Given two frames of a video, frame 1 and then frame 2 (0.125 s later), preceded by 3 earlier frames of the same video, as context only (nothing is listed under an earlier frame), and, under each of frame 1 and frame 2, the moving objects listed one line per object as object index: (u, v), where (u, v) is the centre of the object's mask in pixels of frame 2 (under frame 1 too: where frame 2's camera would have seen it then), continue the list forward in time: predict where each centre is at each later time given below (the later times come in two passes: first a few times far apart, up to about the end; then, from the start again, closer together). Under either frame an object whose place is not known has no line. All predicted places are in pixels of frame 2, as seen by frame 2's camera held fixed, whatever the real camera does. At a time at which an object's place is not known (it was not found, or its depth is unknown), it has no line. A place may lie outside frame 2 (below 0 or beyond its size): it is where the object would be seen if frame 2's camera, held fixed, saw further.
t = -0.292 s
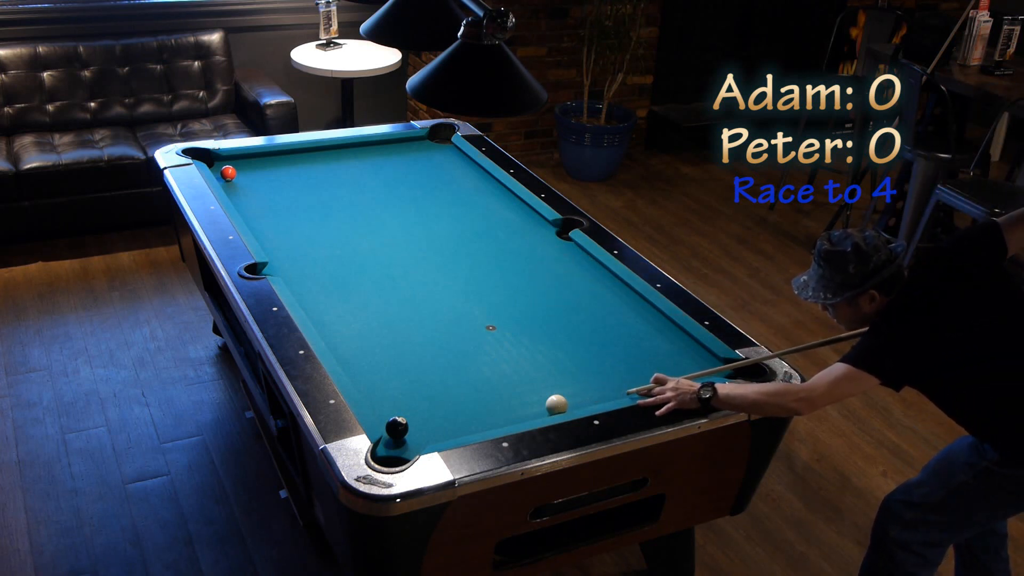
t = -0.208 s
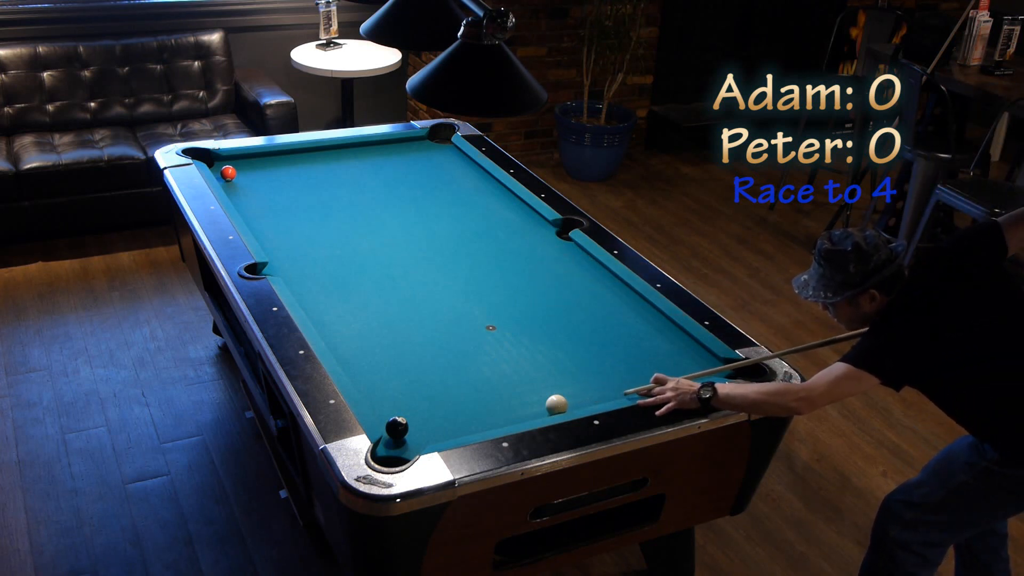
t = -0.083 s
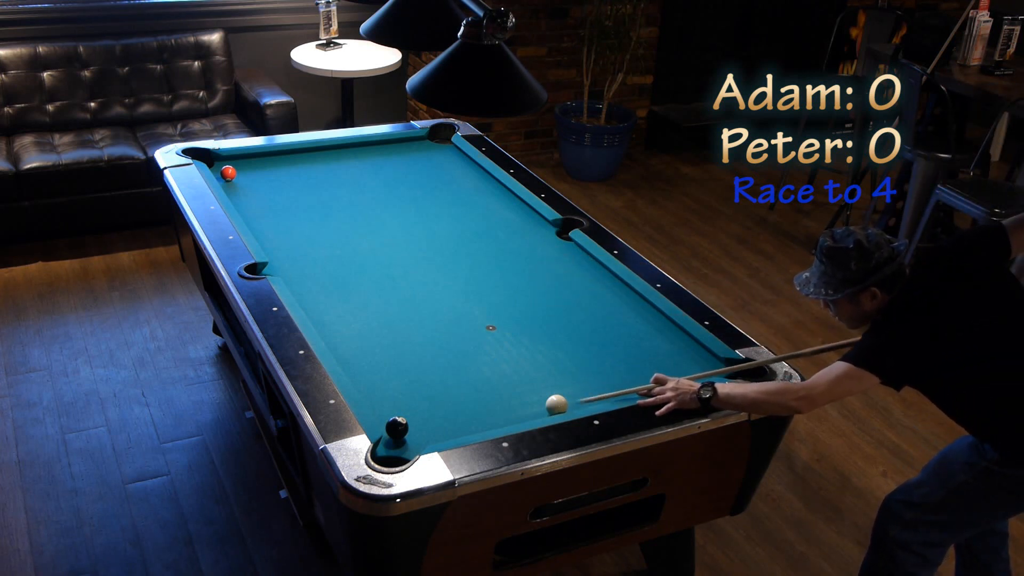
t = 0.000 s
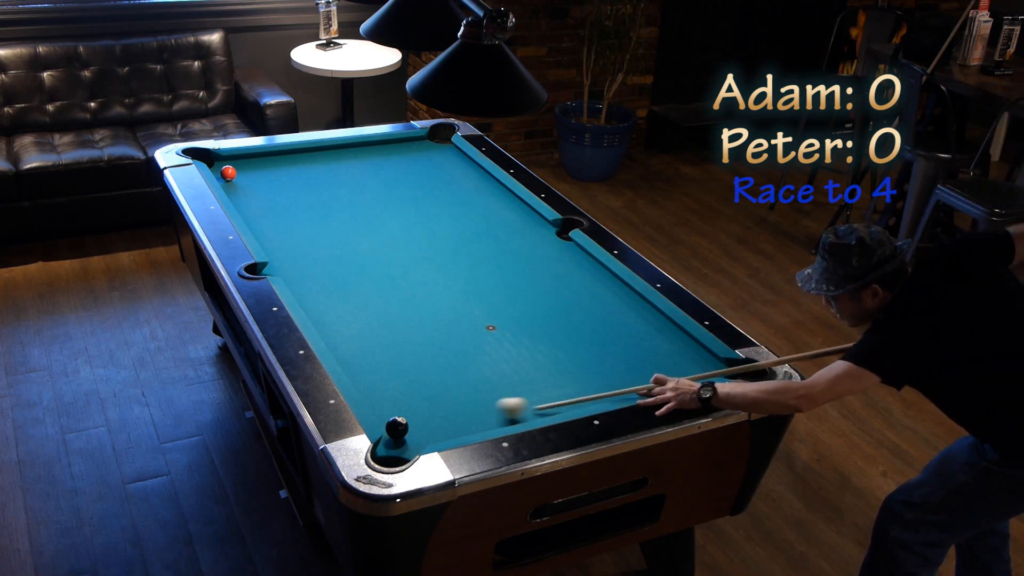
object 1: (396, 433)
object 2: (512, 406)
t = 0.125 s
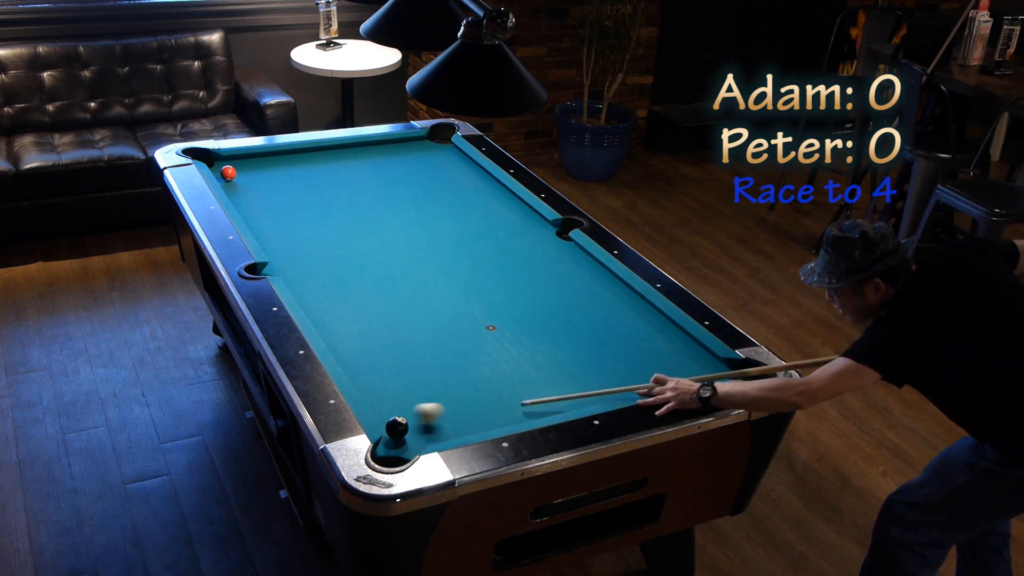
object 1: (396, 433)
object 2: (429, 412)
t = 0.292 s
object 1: (400, 440)
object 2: (377, 397)
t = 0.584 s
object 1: (426, 439)
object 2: (387, 351)
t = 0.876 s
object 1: (434, 431)
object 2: (395, 312)
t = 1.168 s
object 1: (438, 426)
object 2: (401, 279)
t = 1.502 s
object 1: (442, 412)
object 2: (407, 246)
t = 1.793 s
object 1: (444, 407)
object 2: (411, 222)
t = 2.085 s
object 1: (444, 403)
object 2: (414, 200)
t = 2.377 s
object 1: (443, 400)
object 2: (417, 182)
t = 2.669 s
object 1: (443, 399)
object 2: (420, 165)
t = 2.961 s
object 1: (443, 399)
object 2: (422, 150)
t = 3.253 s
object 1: (443, 399)
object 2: (425, 139)
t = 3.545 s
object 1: (443, 399)
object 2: (445, 143)
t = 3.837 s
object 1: (443, 399)
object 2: (446, 148)
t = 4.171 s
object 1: (443, 399)
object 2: (443, 153)
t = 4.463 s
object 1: (443, 399)
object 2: (442, 158)
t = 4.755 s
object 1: (443, 399)
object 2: (440, 161)
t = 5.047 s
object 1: (443, 399)
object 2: (438, 164)
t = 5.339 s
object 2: (436, 166)
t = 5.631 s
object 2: (435, 168)
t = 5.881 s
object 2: (435, 168)
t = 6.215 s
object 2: (435, 169)
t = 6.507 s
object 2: (435, 168)
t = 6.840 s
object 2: (435, 168)
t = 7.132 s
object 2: (435, 168)
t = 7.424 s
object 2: (435, 169)
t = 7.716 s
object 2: (435, 169)
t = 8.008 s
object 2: (435, 169)
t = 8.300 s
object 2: (435, 168)
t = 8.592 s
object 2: (435, 169)
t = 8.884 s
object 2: (435, 169)
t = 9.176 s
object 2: (435, 169)
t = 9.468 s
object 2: (435, 169)
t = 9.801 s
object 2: (435, 169)
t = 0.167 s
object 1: (395, 433)
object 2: (406, 411)
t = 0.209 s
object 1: (392, 438)
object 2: (387, 409)
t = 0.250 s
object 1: (395, 439)
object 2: (376, 404)
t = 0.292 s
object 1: (400, 440)
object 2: (377, 397)
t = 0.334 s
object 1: (405, 441)
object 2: (379, 390)
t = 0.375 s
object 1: (409, 442)
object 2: (380, 383)
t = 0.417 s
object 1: (414, 440)
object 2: (382, 377)
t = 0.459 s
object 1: (418, 441)
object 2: (383, 370)
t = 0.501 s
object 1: (421, 441)
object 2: (384, 364)
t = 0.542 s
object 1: (425, 441)
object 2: (386, 357)
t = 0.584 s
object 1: (426, 439)
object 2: (387, 351)
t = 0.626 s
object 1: (427, 438)
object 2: (388, 345)
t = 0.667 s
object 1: (429, 437)
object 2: (389, 339)
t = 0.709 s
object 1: (430, 435)
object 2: (390, 334)
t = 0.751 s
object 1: (431, 434)
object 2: (391, 328)
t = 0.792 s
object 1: (432, 433)
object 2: (393, 323)
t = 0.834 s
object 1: (433, 432)
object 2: (394, 317)
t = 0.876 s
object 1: (434, 431)
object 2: (395, 312)
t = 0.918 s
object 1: (435, 430)
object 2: (396, 307)
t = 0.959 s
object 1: (435, 430)
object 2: (397, 302)
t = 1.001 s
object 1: (436, 430)
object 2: (397, 297)
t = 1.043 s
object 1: (437, 429)
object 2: (398, 292)
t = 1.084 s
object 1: (437, 428)
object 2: (399, 288)
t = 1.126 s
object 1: (438, 426)
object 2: (400, 283)
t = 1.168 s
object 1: (438, 426)
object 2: (401, 279)
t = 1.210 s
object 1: (439, 421)
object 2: (402, 274)
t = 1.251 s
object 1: (440, 418)
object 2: (403, 270)
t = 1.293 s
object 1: (440, 417)
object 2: (403, 266)
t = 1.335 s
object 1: (441, 416)
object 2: (404, 262)
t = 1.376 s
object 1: (441, 415)
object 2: (405, 258)
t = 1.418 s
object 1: (442, 414)
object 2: (405, 254)
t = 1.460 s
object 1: (442, 413)
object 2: (406, 250)
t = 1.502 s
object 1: (442, 412)
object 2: (407, 246)
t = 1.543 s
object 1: (442, 412)
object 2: (407, 242)
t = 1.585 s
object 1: (443, 411)
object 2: (408, 239)
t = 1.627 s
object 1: (443, 410)
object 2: (409, 235)
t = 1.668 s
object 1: (443, 408)
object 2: (409, 232)
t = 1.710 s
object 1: (443, 409)
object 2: (410, 228)
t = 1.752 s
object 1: (444, 407)
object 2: (410, 225)
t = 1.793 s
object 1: (444, 407)
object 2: (411, 222)
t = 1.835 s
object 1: (444, 406)
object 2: (412, 219)
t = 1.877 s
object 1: (444, 406)
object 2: (412, 215)
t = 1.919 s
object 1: (444, 405)
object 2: (413, 212)
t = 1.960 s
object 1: (444, 404)
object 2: (413, 209)
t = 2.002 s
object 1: (444, 404)
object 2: (414, 206)
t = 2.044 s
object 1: (444, 403)
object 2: (414, 203)
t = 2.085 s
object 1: (444, 403)
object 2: (414, 200)
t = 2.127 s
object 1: (444, 402)
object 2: (415, 197)
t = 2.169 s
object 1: (444, 402)
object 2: (415, 195)
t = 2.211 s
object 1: (444, 401)
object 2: (416, 192)
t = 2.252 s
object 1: (444, 401)
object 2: (416, 189)
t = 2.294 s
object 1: (443, 401)
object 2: (417, 187)
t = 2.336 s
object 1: (443, 400)
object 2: (417, 184)
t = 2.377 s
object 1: (443, 400)
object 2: (417, 182)
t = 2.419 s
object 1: (443, 400)
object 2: (418, 179)
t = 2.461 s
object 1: (443, 400)
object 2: (418, 177)
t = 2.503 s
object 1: (443, 399)
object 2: (418, 174)
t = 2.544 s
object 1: (443, 399)
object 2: (419, 172)
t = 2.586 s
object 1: (443, 399)
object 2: (419, 170)
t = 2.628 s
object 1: (443, 399)
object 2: (419, 167)
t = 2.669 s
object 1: (443, 399)
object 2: (420, 165)
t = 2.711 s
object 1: (443, 399)
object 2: (420, 163)
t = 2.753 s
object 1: (443, 399)
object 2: (420, 161)
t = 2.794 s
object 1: (443, 399)
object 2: (421, 159)
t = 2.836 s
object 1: (443, 399)
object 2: (421, 157)
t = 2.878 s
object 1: (443, 399)
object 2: (421, 154)
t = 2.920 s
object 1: (443, 399)
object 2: (421, 152)
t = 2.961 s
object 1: (443, 399)
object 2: (422, 150)
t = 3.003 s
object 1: (443, 399)
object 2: (422, 149)
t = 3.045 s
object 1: (443, 399)
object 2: (422, 147)
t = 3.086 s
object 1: (443, 399)
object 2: (423, 145)
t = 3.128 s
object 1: (443, 399)
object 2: (423, 143)
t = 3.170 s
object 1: (443, 399)
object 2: (423, 141)
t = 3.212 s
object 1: (443, 399)
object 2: (424, 139)
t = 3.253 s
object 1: (443, 399)
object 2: (425, 139)
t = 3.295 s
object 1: (443, 399)
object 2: (428, 139)
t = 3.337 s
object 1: (443, 399)
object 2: (431, 140)
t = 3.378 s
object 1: (443, 399)
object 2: (434, 141)
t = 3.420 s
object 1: (443, 399)
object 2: (437, 141)
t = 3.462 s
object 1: (443, 399)
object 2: (440, 142)
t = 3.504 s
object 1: (443, 399)
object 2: (442, 142)
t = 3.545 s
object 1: (443, 399)
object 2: (445, 143)
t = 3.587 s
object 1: (443, 399)
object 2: (447, 144)
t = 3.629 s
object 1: (443, 399)
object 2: (447, 144)
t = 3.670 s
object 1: (443, 399)
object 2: (447, 145)
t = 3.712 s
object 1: (443, 399)
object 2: (446, 146)
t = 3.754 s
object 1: (443, 399)
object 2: (446, 147)
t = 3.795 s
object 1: (443, 399)
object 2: (446, 147)
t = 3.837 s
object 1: (443, 399)
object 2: (446, 148)
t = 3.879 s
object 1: (443, 399)
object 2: (445, 149)
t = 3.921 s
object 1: (443, 399)
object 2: (445, 149)
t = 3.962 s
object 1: (443, 399)
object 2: (445, 150)
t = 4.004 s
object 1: (443, 399)
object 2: (445, 151)
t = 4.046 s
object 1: (443, 399)
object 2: (444, 152)
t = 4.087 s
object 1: (443, 399)
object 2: (444, 152)
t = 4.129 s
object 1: (443, 399)
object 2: (444, 153)
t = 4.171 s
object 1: (443, 399)
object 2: (443, 153)
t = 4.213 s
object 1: (443, 399)
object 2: (443, 154)
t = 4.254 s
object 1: (443, 399)
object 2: (443, 155)
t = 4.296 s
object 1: (443, 399)
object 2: (443, 156)
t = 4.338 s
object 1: (443, 399)
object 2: (442, 156)
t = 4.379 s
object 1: (443, 399)
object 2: (442, 157)
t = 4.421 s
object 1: (443, 399)
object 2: (442, 157)
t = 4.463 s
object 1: (443, 399)
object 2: (442, 158)
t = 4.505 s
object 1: (443, 399)
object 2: (441, 158)
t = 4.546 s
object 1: (443, 399)
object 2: (441, 159)
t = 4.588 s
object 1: (443, 399)
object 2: (441, 159)
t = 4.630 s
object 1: (443, 399)
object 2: (440, 160)
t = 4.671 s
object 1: (443, 399)
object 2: (440, 160)
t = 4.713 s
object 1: (443, 399)
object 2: (440, 161)
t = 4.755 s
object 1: (443, 399)
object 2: (440, 161)
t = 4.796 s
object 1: (443, 399)
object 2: (439, 161)
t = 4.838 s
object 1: (443, 399)
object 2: (439, 162)
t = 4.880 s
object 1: (443, 399)
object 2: (439, 162)
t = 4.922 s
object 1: (443, 399)
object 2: (439, 163)
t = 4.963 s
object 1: (443, 399)
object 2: (438, 163)
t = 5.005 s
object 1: (443, 399)
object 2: (438, 164)
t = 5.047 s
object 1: (443, 399)
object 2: (438, 164)
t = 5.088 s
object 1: (443, 399)
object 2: (438, 164)
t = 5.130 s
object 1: (443, 399)
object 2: (438, 165)
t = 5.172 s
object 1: (443, 399)
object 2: (437, 165)
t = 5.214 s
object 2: (437, 165)
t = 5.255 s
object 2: (437, 166)
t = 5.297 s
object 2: (437, 166)
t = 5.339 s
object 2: (436, 166)
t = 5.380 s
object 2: (436, 166)
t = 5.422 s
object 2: (436, 167)
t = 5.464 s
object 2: (436, 167)
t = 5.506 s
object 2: (436, 167)
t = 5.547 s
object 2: (435, 167)
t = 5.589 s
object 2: (435, 167)
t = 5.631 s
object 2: (435, 168)
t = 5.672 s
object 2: (435, 168)
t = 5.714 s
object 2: (435, 168)
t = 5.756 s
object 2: (435, 168)
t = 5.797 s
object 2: (435, 168)
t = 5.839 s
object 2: (435, 168)
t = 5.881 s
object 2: (435, 168)
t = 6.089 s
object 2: (433, 167)
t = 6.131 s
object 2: (435, 169)
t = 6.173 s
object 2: (435, 169)
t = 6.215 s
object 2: (435, 169)
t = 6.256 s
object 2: (435, 168)
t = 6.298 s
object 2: (435, 169)
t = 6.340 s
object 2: (435, 168)
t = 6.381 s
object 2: (435, 169)
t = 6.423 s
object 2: (435, 168)
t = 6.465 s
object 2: (435, 169)
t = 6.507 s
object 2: (435, 168)
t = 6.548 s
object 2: (435, 169)
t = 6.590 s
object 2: (435, 168)
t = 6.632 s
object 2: (435, 169)
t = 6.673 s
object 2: (435, 169)
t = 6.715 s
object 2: (435, 169)
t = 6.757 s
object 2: (435, 168)
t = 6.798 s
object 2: (435, 168)
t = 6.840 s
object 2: (435, 168)
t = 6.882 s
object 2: (435, 169)
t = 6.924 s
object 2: (435, 168)
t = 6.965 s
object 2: (435, 168)
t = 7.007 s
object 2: (435, 169)
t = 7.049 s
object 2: (435, 168)
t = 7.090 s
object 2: (435, 169)
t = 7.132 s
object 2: (435, 168)
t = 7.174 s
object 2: (435, 169)
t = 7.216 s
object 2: (435, 168)
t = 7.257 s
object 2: (435, 169)
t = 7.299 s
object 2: (435, 168)
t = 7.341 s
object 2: (435, 169)
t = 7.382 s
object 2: (435, 169)
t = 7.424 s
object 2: (435, 169)
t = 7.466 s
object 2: (435, 168)
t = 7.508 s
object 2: (435, 169)
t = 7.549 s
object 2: (435, 169)
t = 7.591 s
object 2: (435, 169)
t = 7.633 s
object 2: (435, 168)
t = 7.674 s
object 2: (435, 169)
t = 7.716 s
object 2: (435, 169)
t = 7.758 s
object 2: (435, 169)
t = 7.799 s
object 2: (435, 169)
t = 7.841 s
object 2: (435, 168)
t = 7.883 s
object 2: (435, 169)
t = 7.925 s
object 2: (435, 168)
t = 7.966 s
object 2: (435, 169)
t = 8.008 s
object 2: (435, 169)
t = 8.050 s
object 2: (435, 168)
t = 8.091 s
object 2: (435, 169)
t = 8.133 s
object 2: (435, 168)
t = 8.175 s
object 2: (435, 169)
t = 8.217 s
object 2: (435, 168)
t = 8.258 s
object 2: (435, 169)
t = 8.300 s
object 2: (435, 168)
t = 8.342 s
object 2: (435, 169)
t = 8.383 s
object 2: (435, 168)
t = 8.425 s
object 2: (435, 169)
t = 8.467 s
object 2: (435, 168)
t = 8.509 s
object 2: (435, 169)
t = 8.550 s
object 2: (435, 168)
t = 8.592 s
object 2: (435, 169)
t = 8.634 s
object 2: (435, 168)
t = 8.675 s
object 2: (435, 169)
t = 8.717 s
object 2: (435, 168)
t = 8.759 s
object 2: (435, 169)
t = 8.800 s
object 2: (435, 169)
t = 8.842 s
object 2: (435, 169)
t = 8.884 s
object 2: (435, 169)
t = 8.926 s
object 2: (435, 169)
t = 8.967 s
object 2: (435, 169)
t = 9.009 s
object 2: (435, 169)
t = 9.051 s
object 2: (435, 168)
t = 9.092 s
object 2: (435, 169)
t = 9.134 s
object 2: (435, 168)
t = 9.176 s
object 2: (435, 169)
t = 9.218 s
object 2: (435, 168)
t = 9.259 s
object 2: (435, 168)
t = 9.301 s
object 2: (435, 169)
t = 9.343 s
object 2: (435, 169)
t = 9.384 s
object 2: (435, 169)
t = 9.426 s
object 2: (435, 168)
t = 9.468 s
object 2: (435, 169)
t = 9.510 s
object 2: (435, 169)
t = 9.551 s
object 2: (435, 169)
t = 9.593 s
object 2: (435, 169)
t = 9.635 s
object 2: (435, 169)
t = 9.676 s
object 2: (435, 169)
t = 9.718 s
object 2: (435, 169)
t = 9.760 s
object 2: (435, 169)
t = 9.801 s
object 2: (435, 169)
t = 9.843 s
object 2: (435, 169)
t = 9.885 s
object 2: (435, 169)
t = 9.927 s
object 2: (435, 169)
